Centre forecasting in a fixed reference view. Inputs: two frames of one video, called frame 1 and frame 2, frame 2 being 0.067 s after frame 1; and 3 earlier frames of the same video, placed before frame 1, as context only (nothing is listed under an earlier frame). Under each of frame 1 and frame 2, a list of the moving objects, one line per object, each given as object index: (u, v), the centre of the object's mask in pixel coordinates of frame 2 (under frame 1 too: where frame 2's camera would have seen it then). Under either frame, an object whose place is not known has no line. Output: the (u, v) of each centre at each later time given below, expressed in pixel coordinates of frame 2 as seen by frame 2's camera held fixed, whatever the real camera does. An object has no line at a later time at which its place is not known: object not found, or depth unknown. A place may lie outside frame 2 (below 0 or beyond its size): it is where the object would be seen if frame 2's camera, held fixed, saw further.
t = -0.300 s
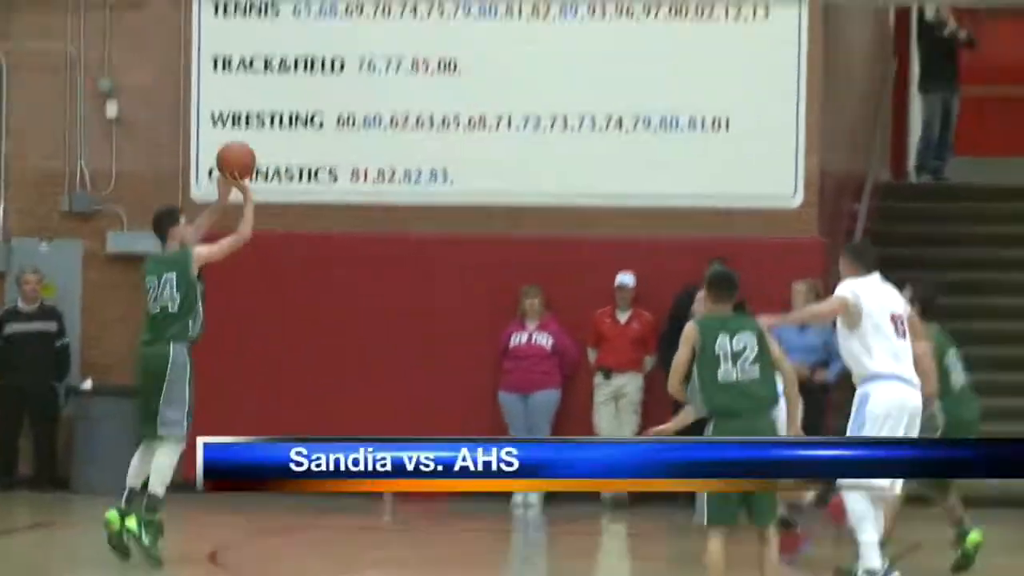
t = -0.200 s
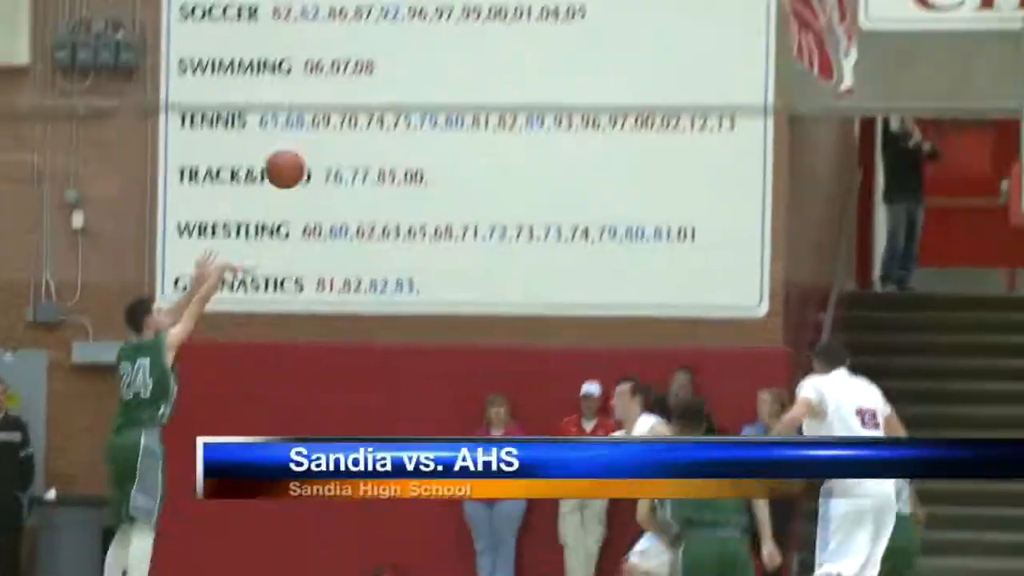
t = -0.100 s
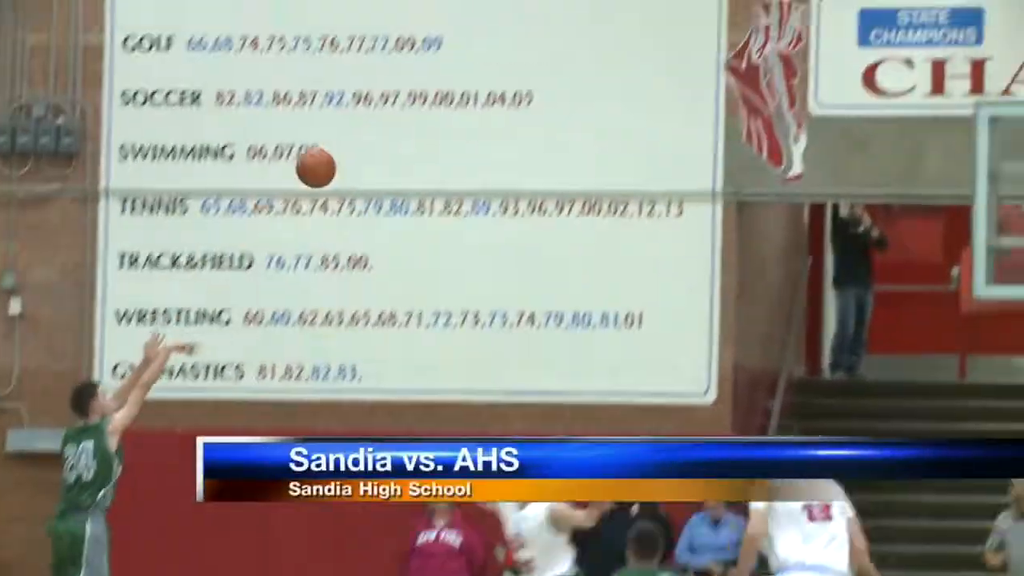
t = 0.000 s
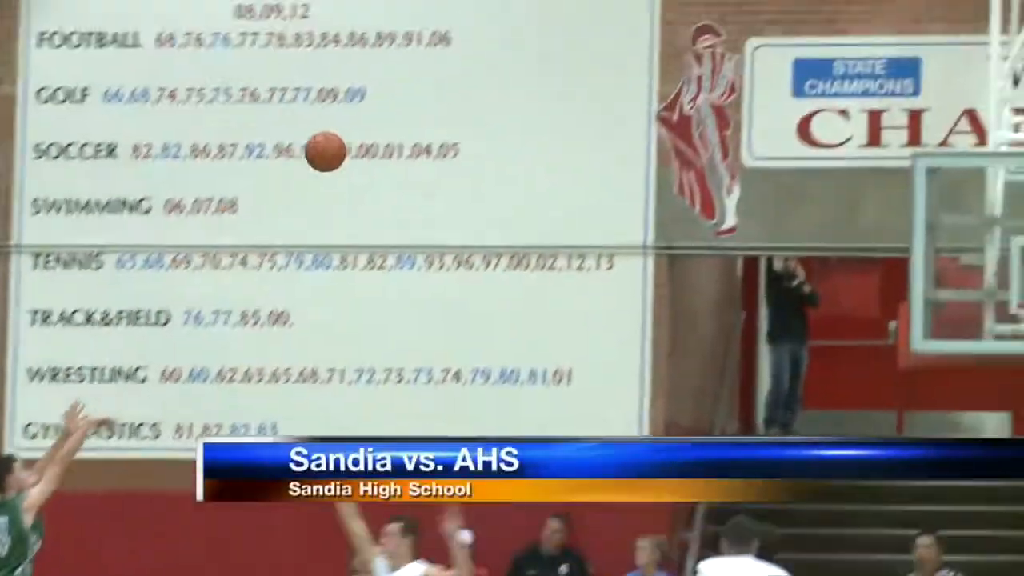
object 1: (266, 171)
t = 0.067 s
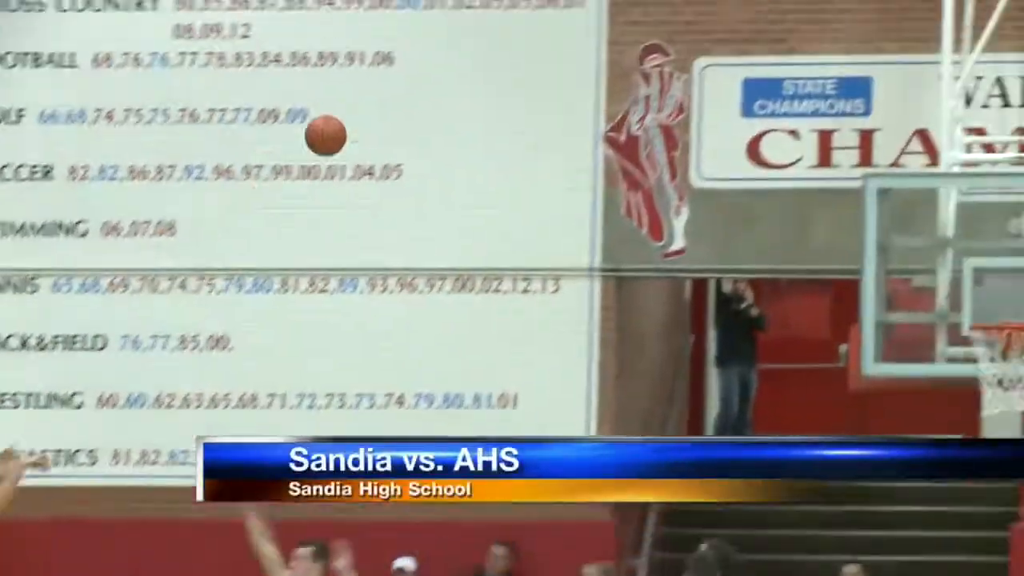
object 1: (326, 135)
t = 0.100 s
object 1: (355, 121)
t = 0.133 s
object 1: (384, 108)
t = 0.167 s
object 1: (413, 97)
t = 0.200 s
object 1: (443, 88)
